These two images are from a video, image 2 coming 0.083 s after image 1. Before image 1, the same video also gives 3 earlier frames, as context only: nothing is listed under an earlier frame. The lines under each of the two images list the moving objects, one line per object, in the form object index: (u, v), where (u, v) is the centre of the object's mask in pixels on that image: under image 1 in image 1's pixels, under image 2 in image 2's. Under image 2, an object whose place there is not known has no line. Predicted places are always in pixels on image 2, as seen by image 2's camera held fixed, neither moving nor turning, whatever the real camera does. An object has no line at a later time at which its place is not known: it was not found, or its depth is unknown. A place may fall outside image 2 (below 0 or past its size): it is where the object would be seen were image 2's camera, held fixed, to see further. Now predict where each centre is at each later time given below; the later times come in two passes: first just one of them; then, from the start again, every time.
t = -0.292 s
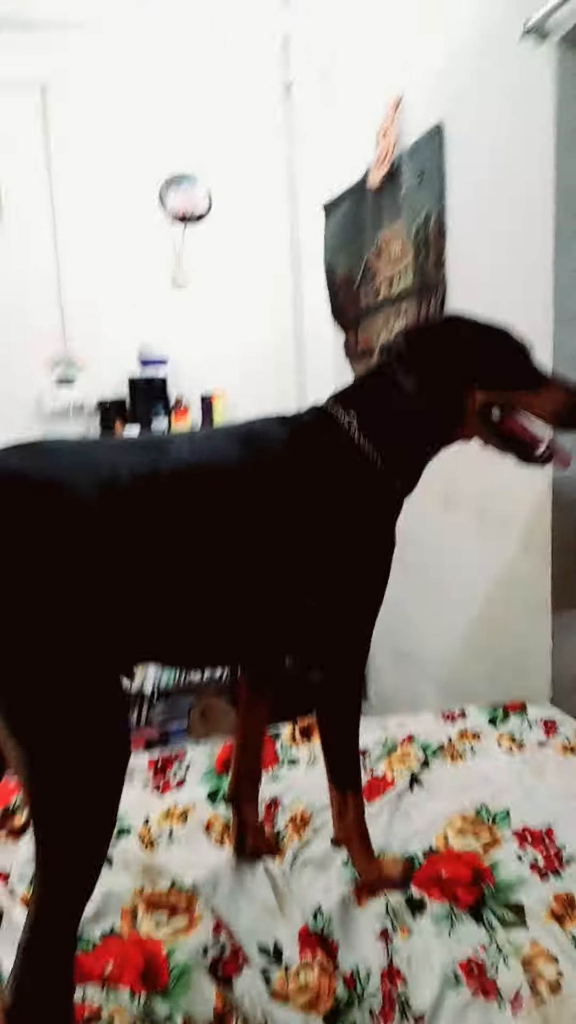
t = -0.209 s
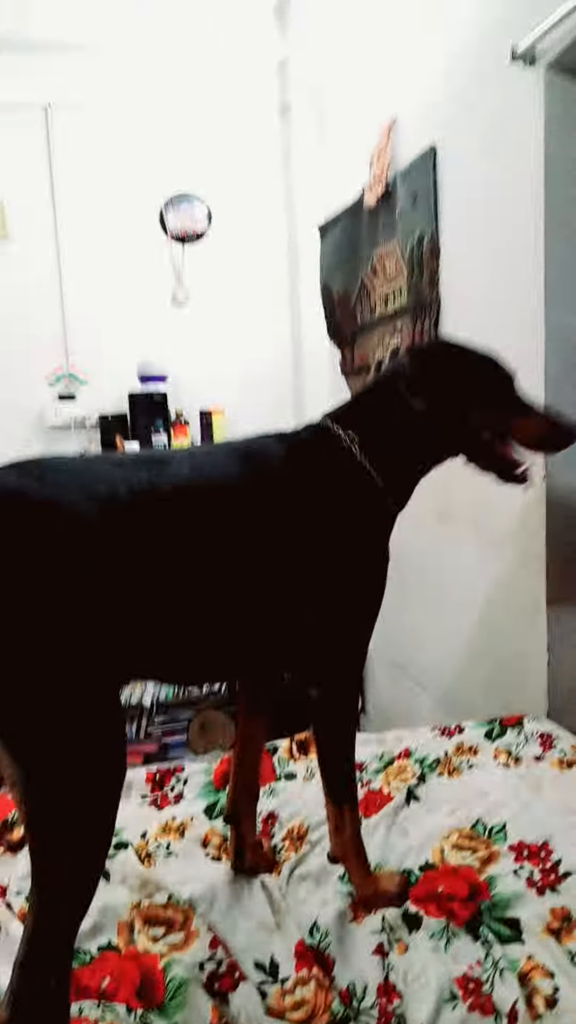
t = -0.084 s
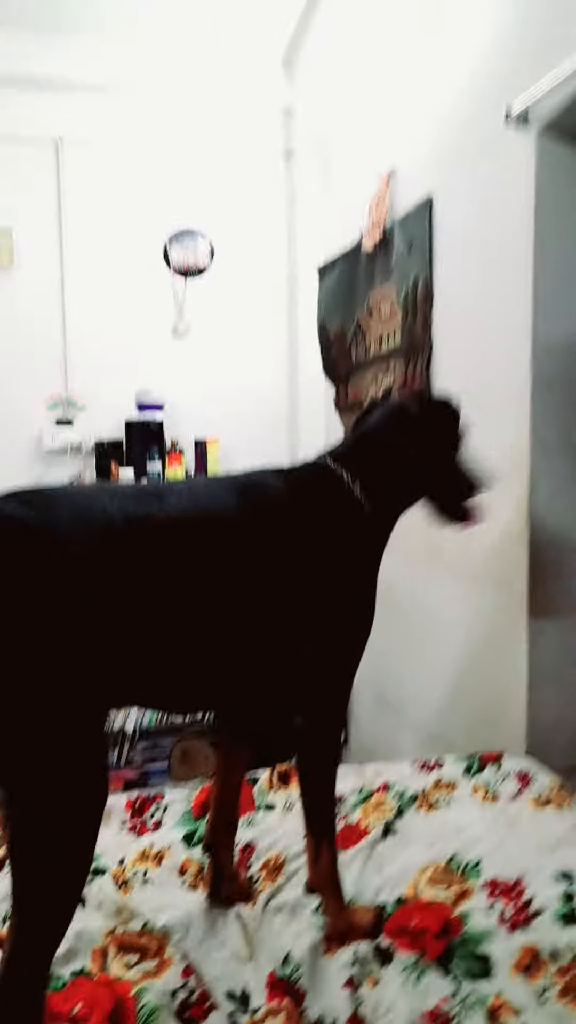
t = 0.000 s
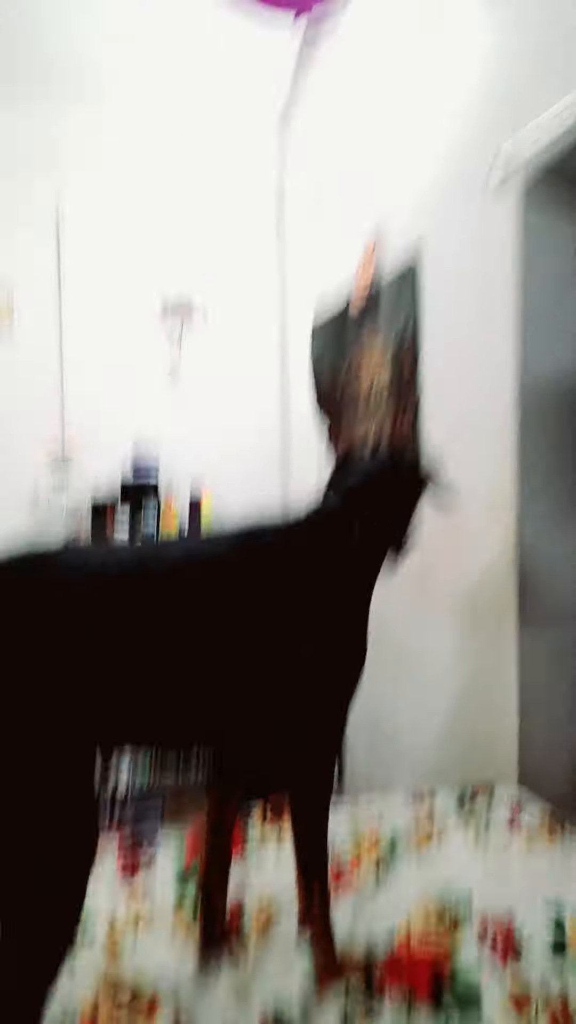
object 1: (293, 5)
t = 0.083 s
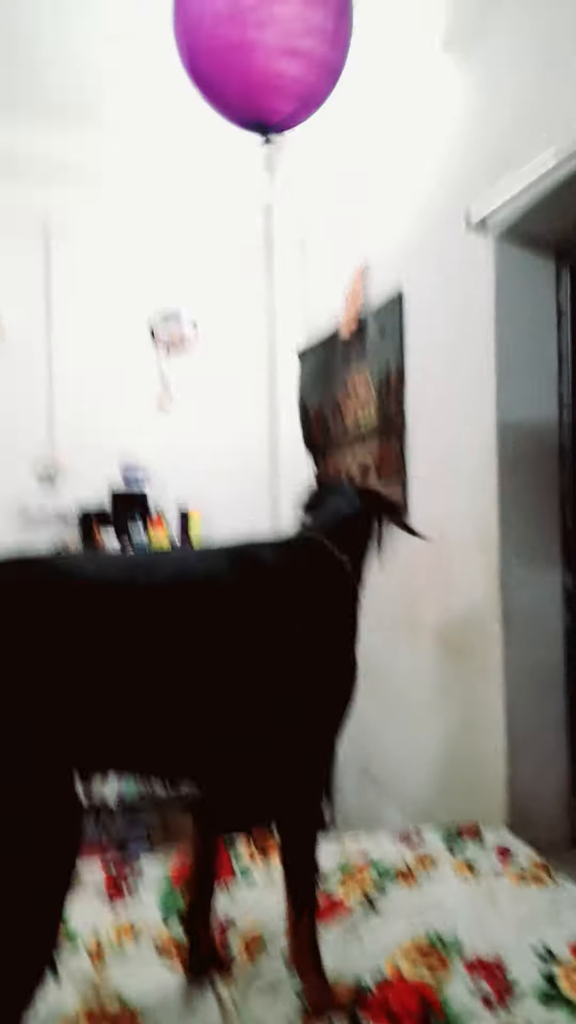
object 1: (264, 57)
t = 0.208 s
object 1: (261, 123)
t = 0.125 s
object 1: (262, 88)
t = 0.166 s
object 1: (262, 104)
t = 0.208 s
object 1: (261, 123)
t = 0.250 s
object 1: (262, 148)
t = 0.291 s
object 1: (264, 181)
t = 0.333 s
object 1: (266, 216)
